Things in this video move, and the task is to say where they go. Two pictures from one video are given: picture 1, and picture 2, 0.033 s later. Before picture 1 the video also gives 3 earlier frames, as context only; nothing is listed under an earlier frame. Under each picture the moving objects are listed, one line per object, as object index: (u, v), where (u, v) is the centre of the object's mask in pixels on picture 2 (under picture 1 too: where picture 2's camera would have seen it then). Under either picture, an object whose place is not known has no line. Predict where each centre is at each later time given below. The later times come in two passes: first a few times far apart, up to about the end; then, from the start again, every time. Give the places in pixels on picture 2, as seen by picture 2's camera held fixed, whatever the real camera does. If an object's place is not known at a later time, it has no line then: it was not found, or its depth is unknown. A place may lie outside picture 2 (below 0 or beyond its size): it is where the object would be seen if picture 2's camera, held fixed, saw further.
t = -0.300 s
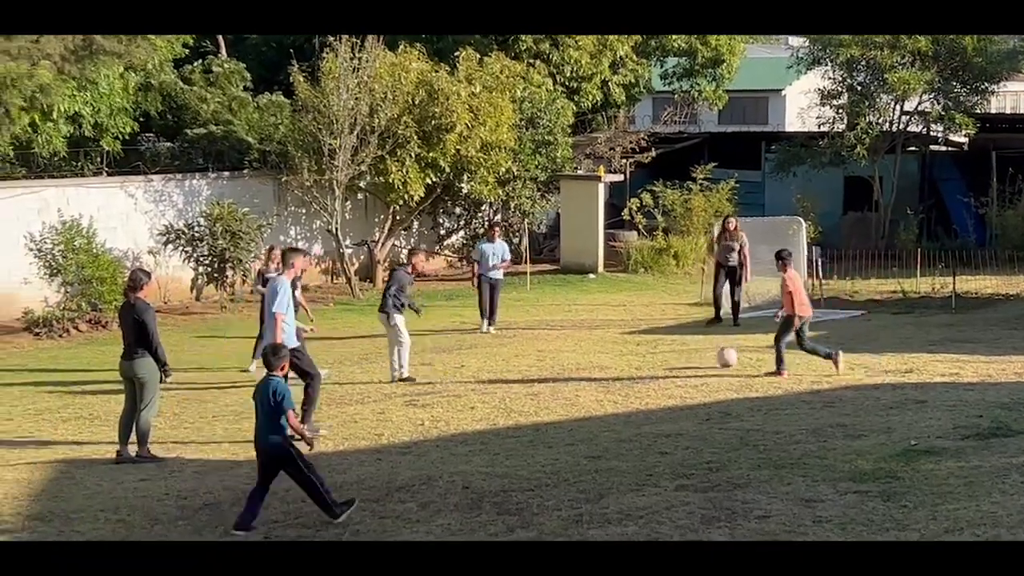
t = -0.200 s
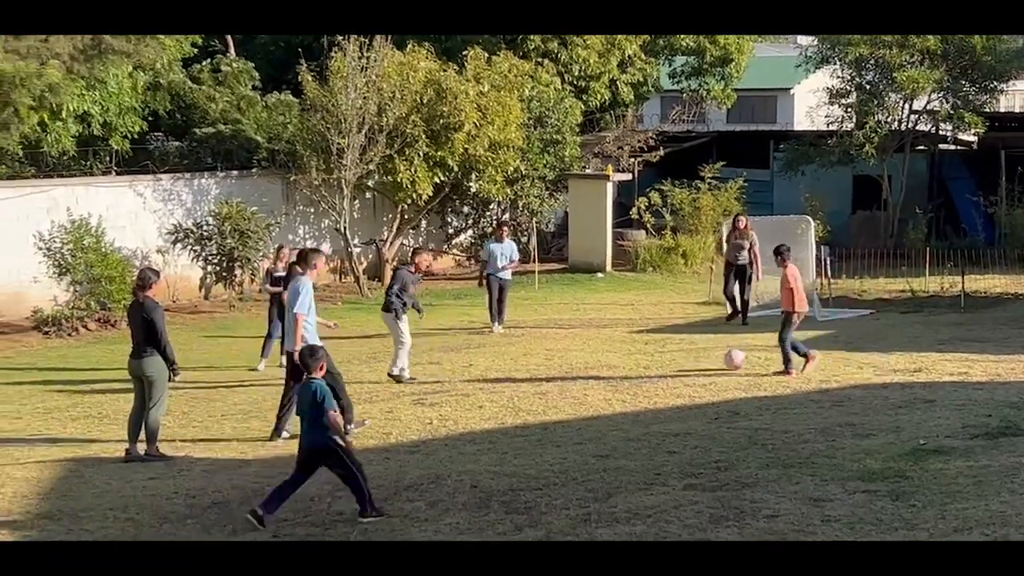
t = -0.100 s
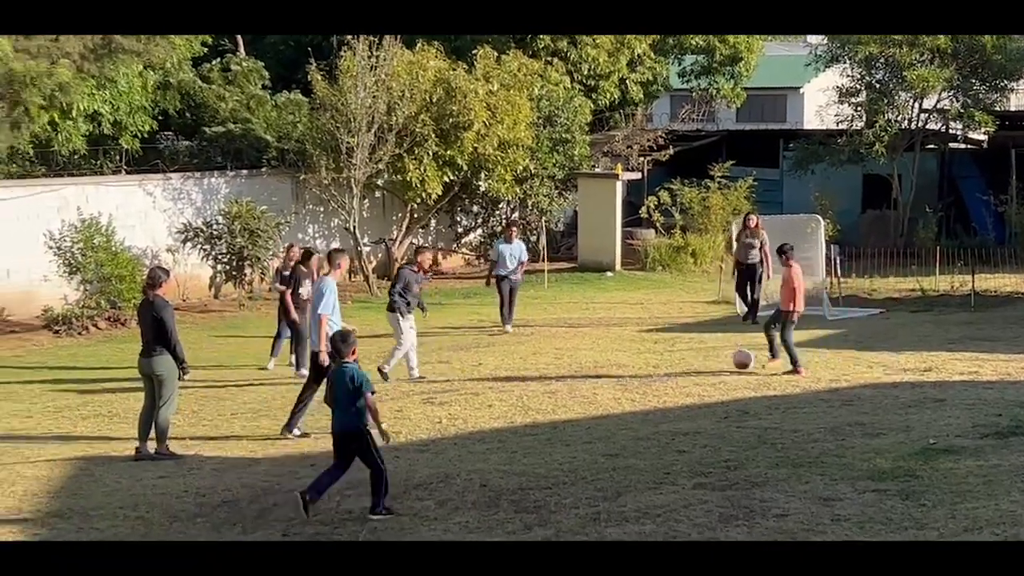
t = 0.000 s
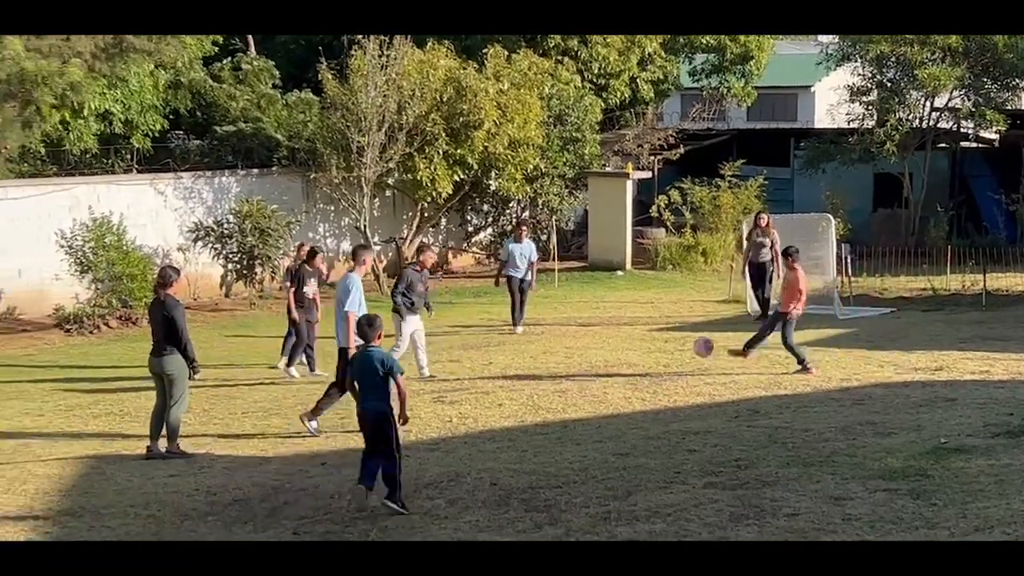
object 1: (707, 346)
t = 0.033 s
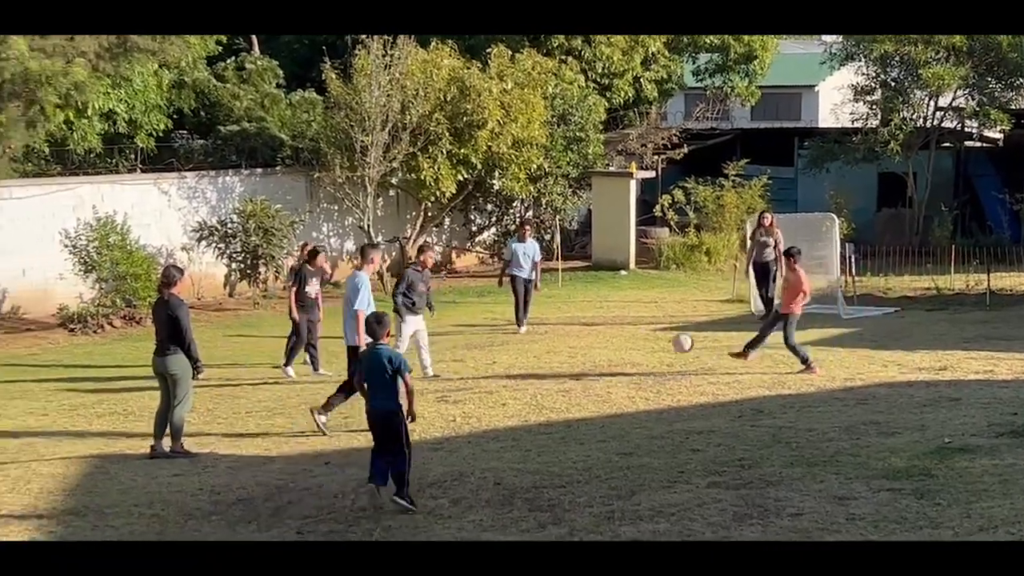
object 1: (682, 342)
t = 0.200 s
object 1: (569, 337)
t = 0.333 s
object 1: (479, 352)
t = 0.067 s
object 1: (660, 340)
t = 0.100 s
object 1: (637, 337)
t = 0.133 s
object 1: (613, 337)
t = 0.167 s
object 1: (590, 337)
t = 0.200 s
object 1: (569, 337)
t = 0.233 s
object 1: (544, 340)
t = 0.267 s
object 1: (522, 343)
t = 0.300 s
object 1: (501, 347)
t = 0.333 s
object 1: (479, 352)
